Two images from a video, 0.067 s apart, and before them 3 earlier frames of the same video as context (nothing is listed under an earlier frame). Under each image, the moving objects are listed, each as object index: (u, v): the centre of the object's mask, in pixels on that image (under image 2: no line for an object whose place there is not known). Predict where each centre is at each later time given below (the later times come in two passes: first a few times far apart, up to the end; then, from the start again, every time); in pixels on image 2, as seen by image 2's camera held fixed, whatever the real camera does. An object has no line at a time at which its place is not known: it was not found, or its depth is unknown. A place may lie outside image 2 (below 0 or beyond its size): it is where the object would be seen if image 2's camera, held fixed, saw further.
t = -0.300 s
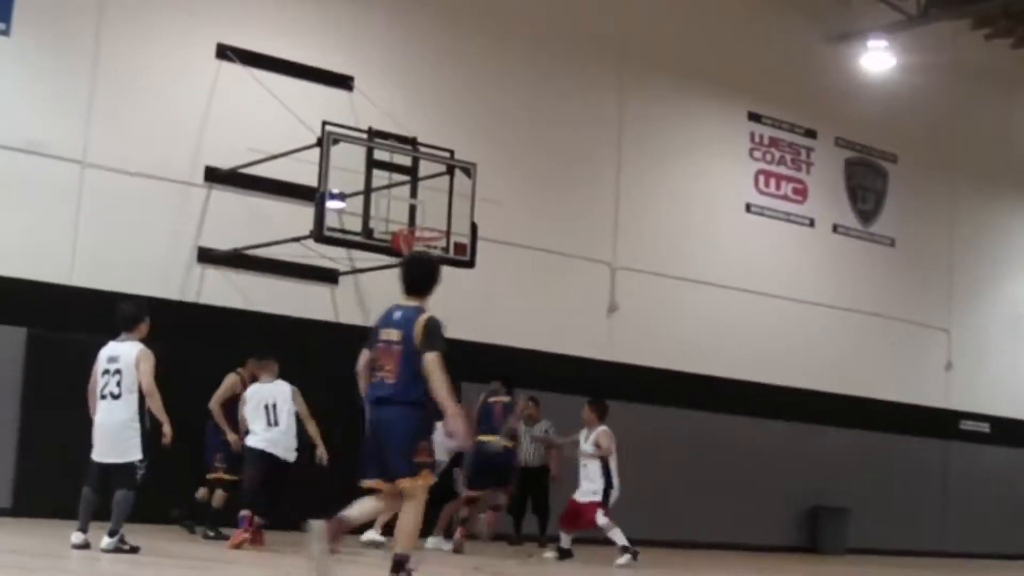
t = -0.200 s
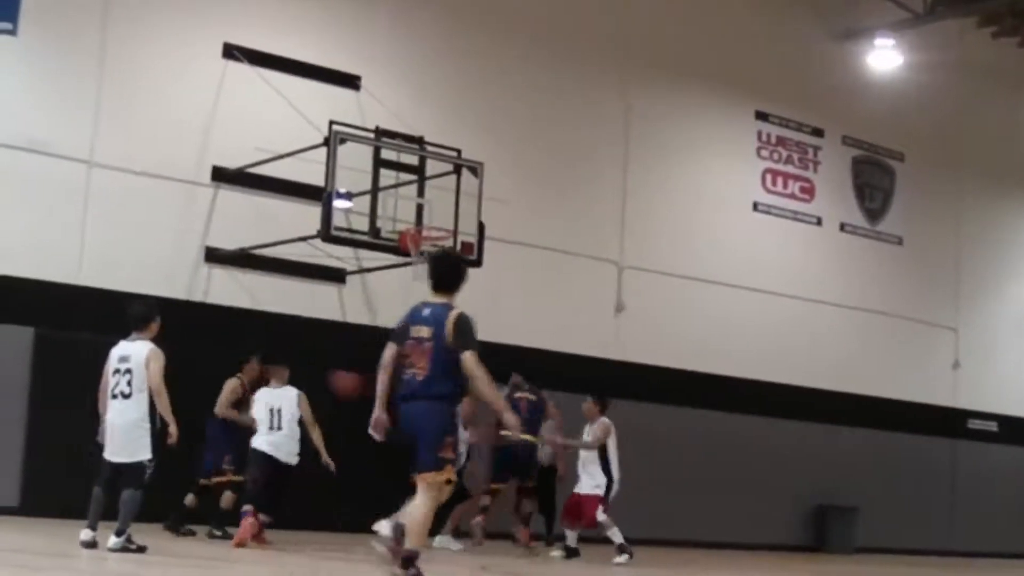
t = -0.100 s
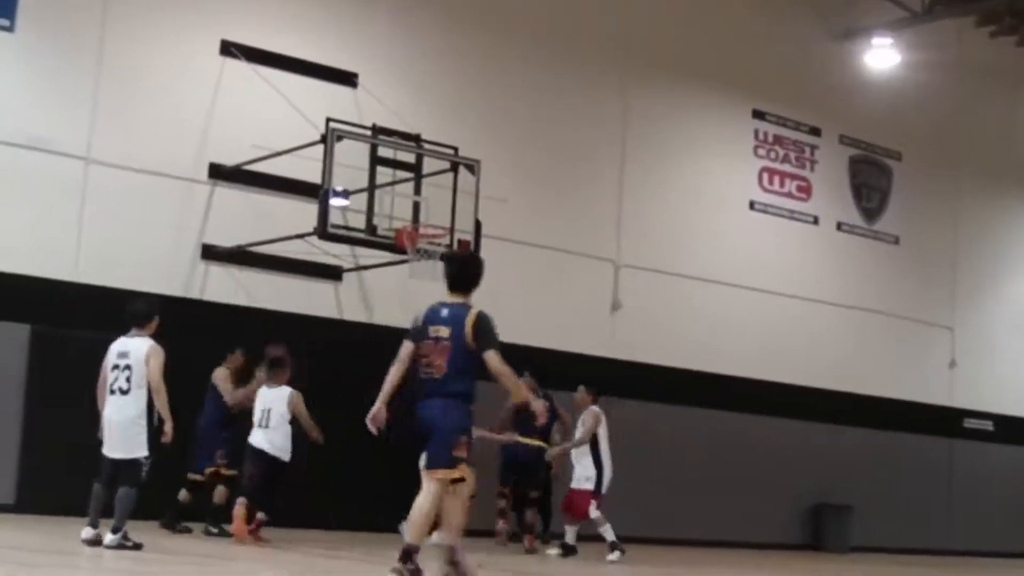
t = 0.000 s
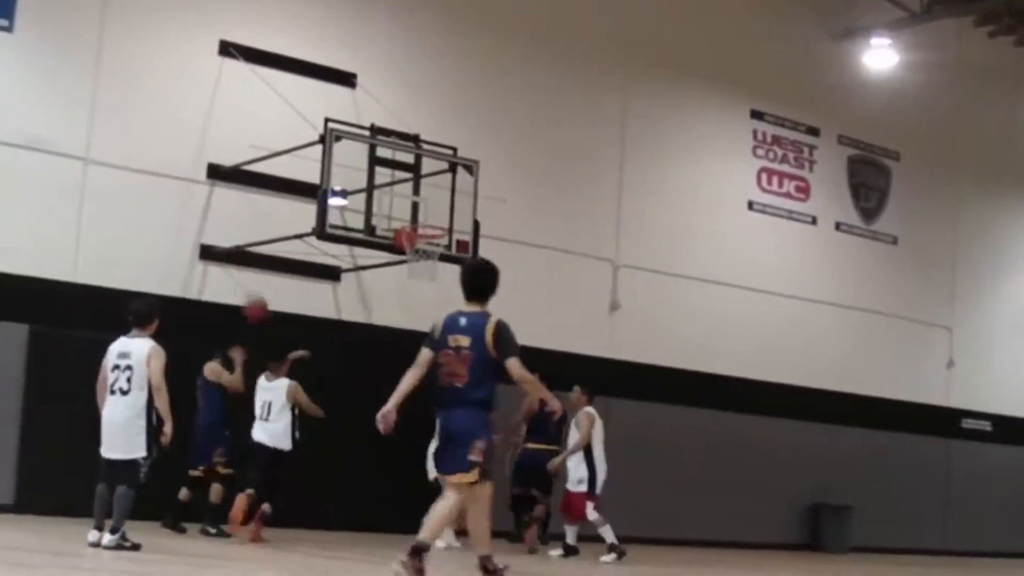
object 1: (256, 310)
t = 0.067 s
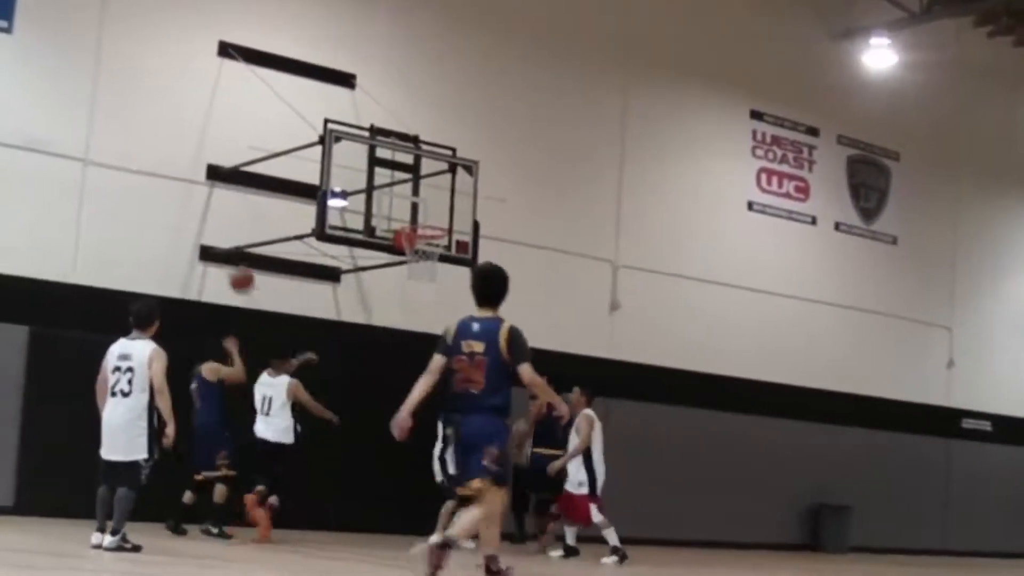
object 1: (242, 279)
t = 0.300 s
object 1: (193, 217)
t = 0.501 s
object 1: (150, 208)
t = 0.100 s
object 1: (234, 265)
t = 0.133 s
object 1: (228, 256)
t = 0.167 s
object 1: (221, 247)
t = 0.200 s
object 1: (214, 236)
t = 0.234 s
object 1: (207, 228)
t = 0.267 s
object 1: (200, 223)
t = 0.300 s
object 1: (193, 217)
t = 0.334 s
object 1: (187, 213)
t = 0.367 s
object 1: (179, 210)
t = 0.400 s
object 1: (172, 208)
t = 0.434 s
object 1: (165, 207)
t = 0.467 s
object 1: (157, 207)
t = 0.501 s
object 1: (150, 208)
